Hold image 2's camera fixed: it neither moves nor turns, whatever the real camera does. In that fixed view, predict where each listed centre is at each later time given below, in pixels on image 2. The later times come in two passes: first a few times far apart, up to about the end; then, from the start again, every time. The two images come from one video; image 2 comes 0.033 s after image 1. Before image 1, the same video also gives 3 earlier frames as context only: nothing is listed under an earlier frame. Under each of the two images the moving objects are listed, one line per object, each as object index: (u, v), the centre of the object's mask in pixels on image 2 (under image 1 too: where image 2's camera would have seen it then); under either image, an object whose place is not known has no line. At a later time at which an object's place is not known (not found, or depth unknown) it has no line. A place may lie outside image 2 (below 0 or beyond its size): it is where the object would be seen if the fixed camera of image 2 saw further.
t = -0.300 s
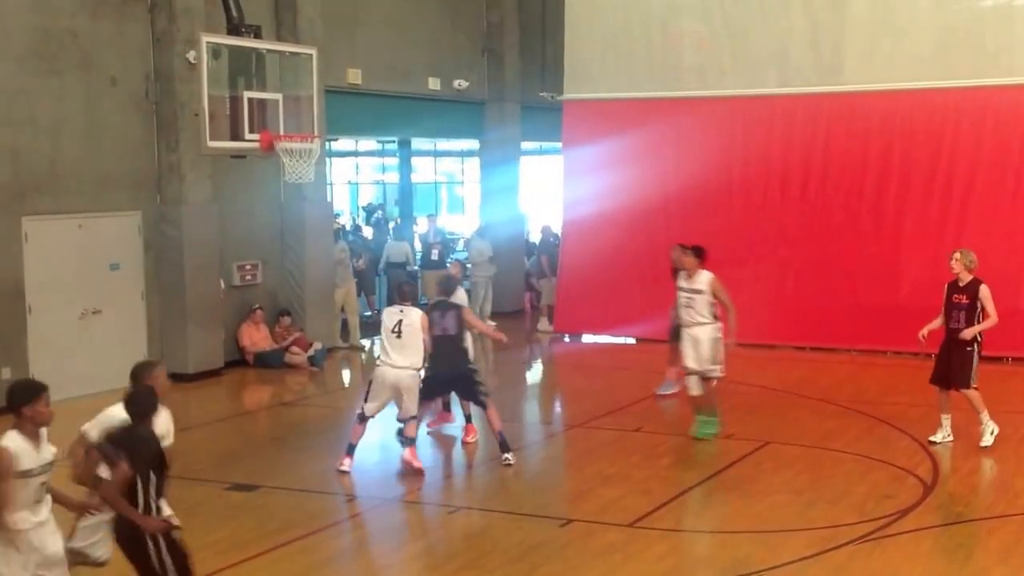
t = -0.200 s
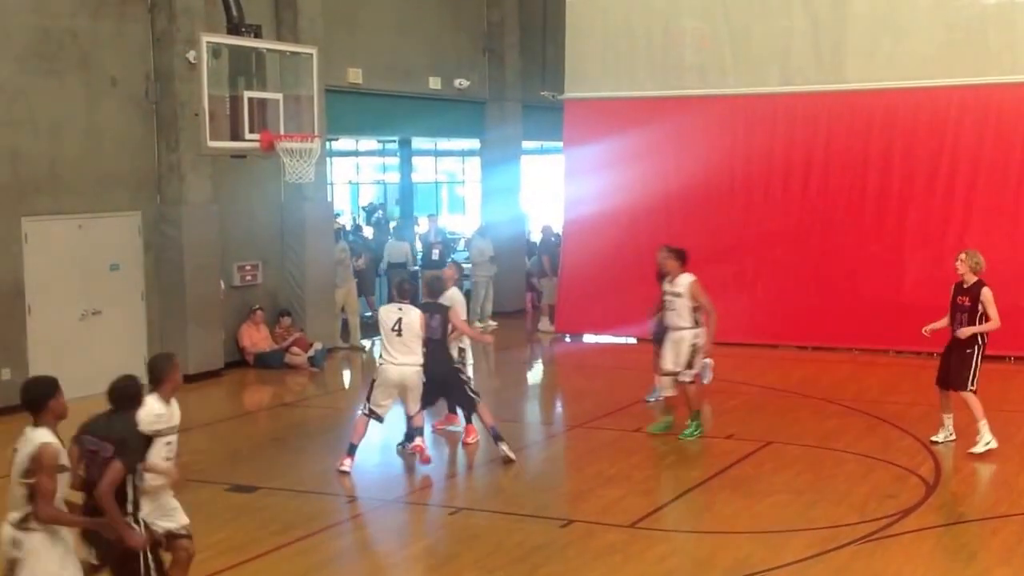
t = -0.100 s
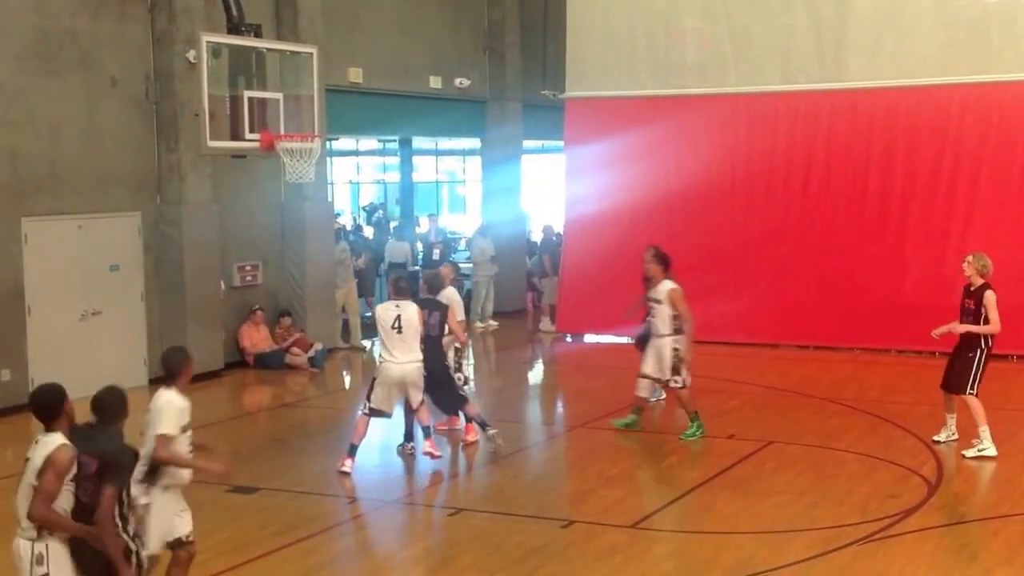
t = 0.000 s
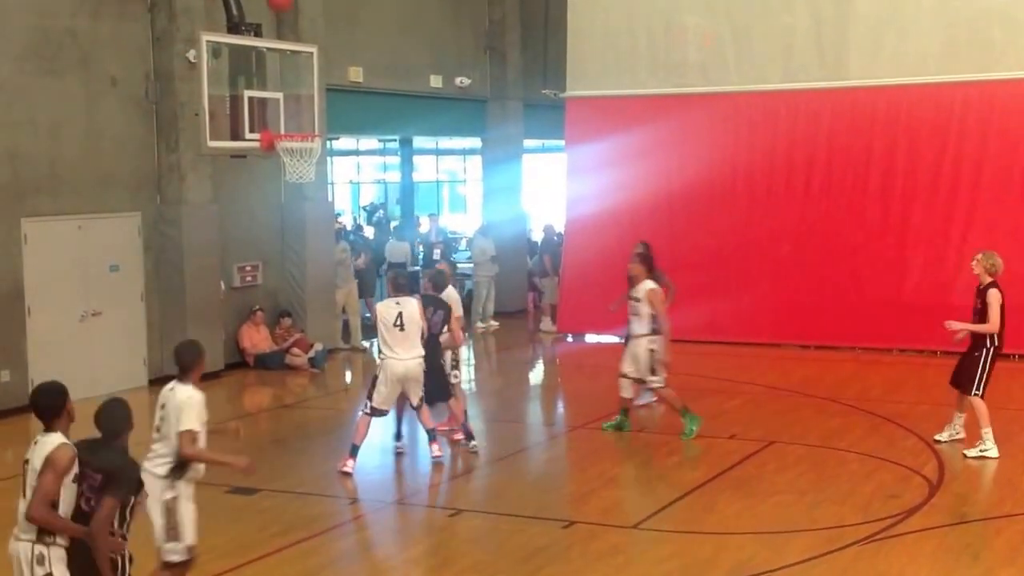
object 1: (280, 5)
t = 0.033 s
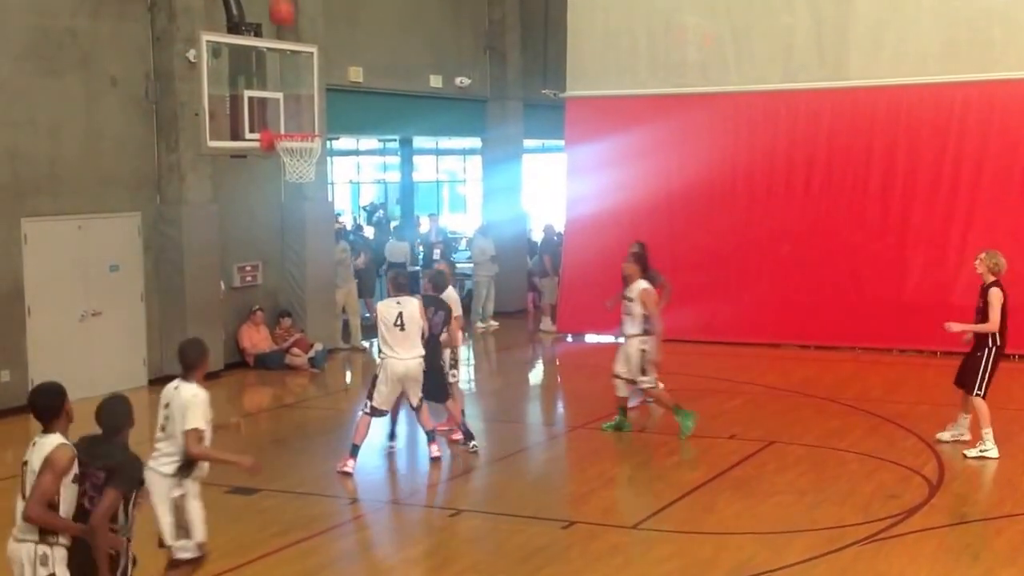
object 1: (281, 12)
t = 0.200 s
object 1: (297, 99)
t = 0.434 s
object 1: (299, 153)
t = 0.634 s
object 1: (290, 166)
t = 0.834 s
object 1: (290, 201)
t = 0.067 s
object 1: (285, 26)
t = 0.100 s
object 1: (288, 43)
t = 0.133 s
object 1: (291, 63)
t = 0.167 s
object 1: (294, 78)
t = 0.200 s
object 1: (297, 99)
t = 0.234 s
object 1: (301, 117)
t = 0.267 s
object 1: (303, 127)
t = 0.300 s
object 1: (305, 154)
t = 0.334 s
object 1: (308, 155)
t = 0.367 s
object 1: (305, 153)
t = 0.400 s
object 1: (301, 153)
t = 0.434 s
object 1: (299, 153)
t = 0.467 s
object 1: (297, 150)
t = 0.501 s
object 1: (294, 153)
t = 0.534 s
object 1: (293, 157)
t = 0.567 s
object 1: (288, 158)
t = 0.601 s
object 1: (287, 160)
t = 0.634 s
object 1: (290, 166)
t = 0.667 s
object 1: (288, 165)
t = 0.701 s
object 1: (291, 170)
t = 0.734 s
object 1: (288, 184)
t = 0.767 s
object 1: (289, 187)
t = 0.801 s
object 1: (290, 192)
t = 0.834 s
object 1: (290, 201)
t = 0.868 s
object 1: (290, 211)
